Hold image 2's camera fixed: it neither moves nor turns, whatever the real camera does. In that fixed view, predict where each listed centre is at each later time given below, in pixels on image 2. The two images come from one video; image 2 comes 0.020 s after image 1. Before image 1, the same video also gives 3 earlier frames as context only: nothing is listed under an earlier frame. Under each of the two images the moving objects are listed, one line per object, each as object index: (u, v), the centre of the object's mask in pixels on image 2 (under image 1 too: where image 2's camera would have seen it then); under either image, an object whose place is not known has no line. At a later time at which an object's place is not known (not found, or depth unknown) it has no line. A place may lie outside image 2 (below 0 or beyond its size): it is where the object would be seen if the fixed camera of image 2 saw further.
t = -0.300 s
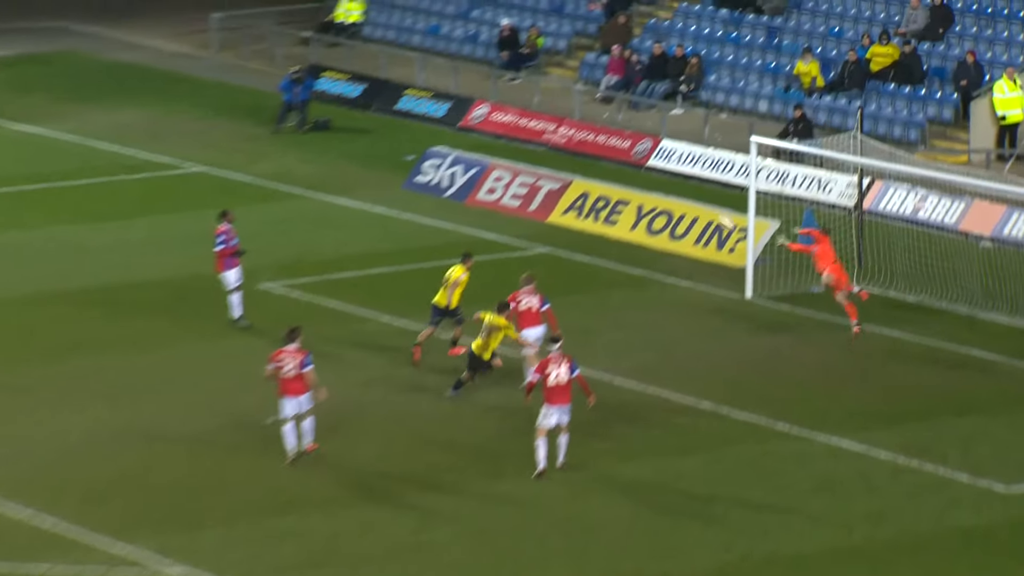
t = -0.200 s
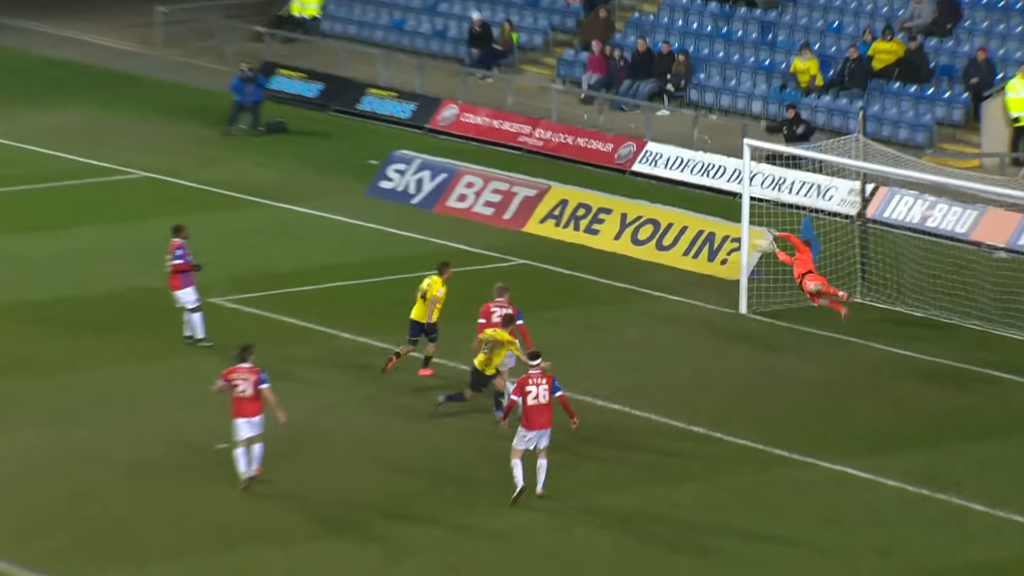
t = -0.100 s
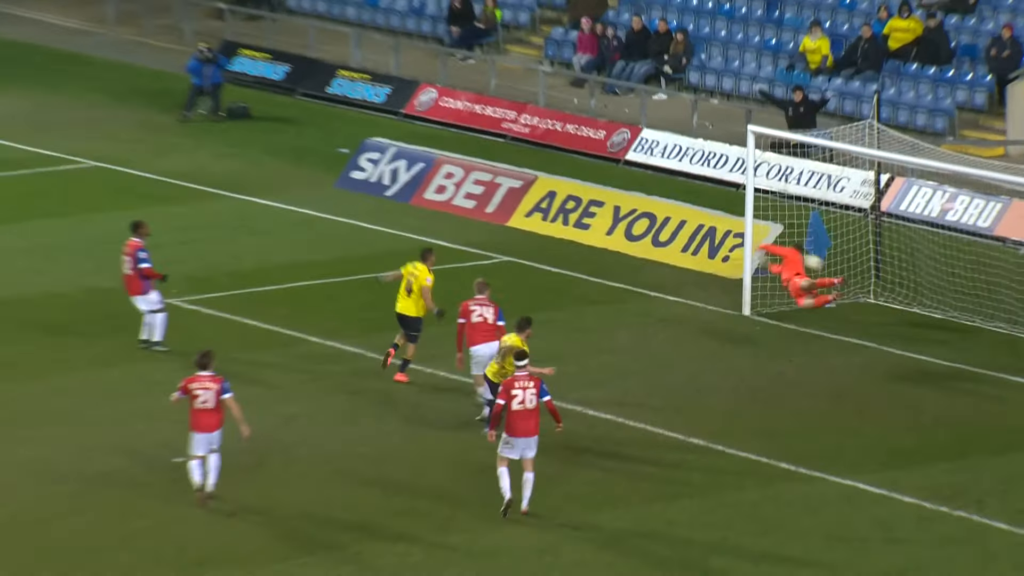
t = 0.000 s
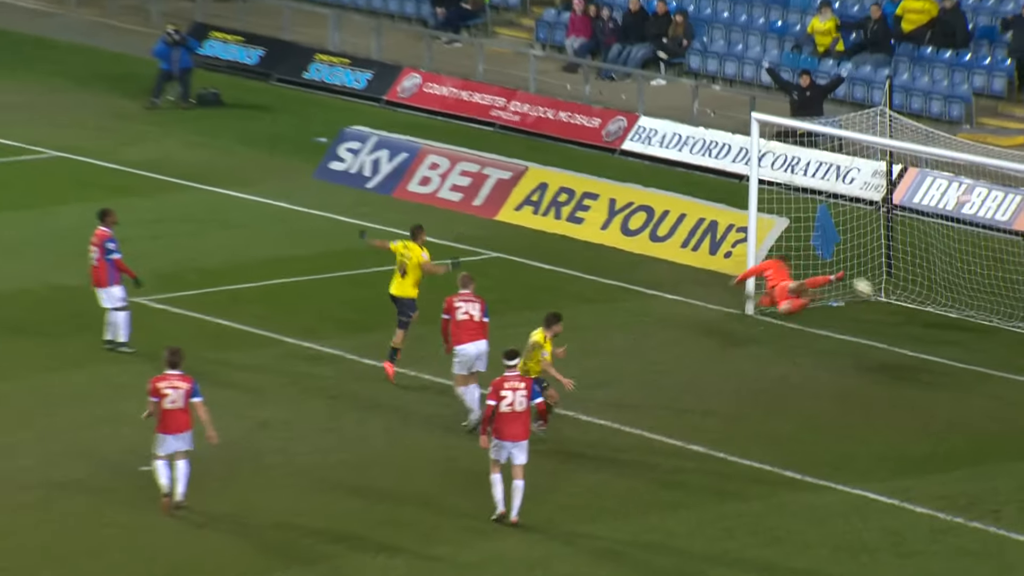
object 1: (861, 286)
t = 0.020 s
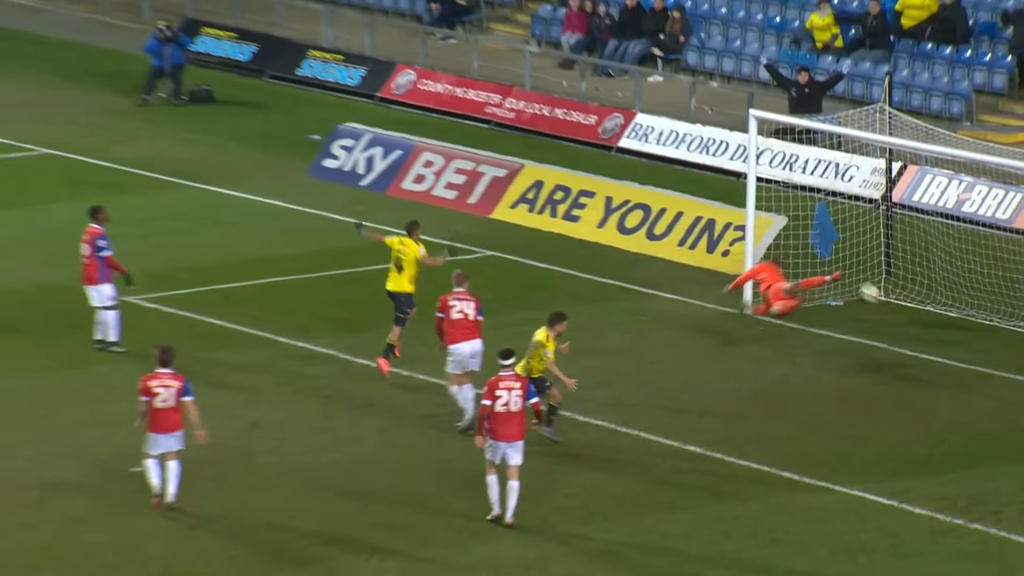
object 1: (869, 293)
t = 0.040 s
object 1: (878, 294)
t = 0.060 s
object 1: (884, 285)
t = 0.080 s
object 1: (890, 277)
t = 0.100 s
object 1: (894, 272)
